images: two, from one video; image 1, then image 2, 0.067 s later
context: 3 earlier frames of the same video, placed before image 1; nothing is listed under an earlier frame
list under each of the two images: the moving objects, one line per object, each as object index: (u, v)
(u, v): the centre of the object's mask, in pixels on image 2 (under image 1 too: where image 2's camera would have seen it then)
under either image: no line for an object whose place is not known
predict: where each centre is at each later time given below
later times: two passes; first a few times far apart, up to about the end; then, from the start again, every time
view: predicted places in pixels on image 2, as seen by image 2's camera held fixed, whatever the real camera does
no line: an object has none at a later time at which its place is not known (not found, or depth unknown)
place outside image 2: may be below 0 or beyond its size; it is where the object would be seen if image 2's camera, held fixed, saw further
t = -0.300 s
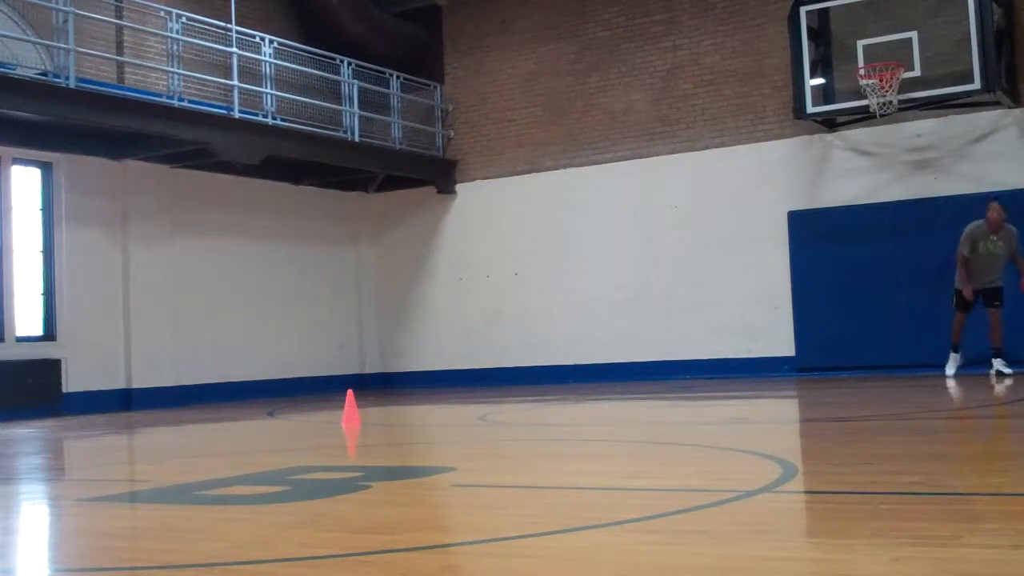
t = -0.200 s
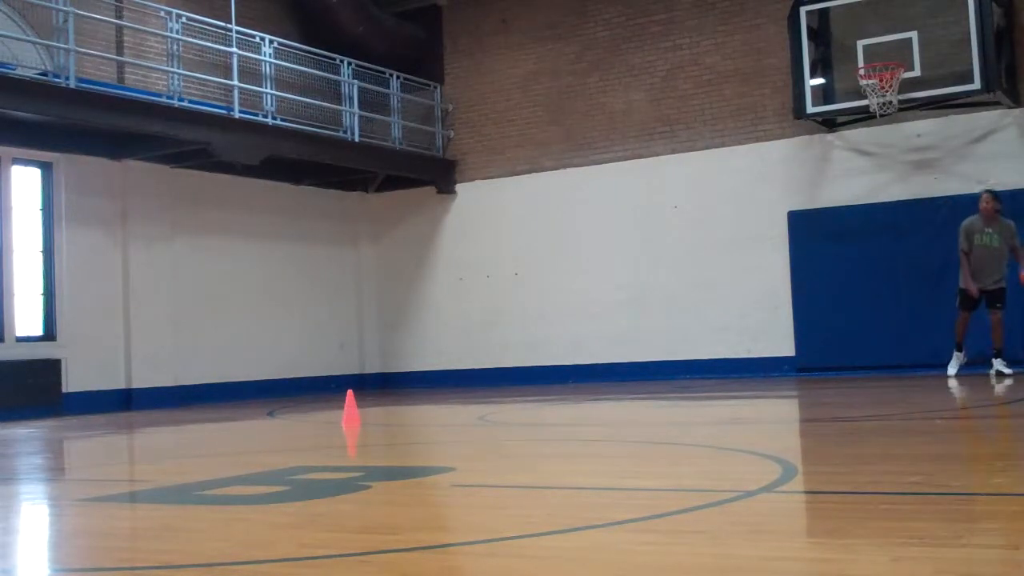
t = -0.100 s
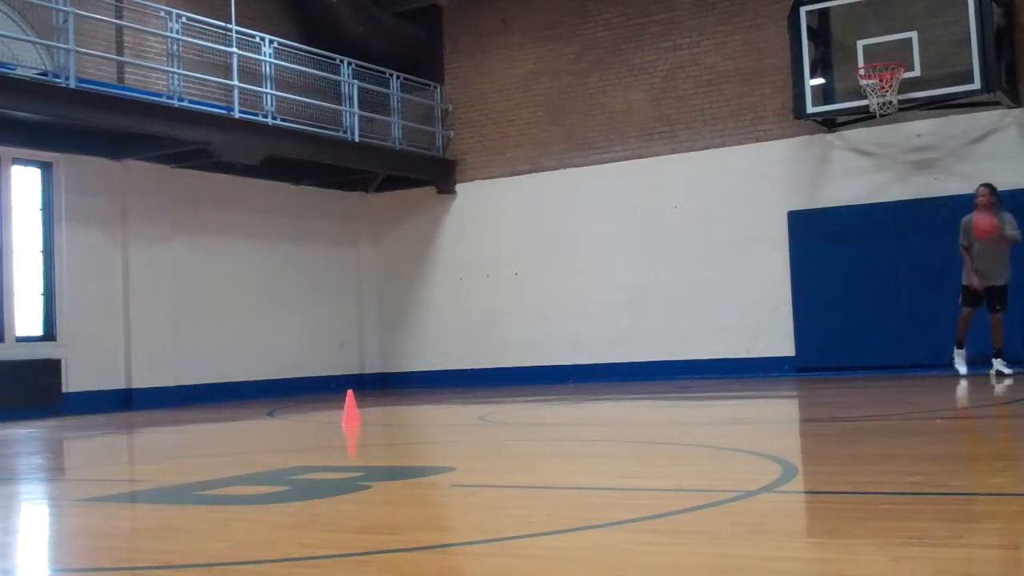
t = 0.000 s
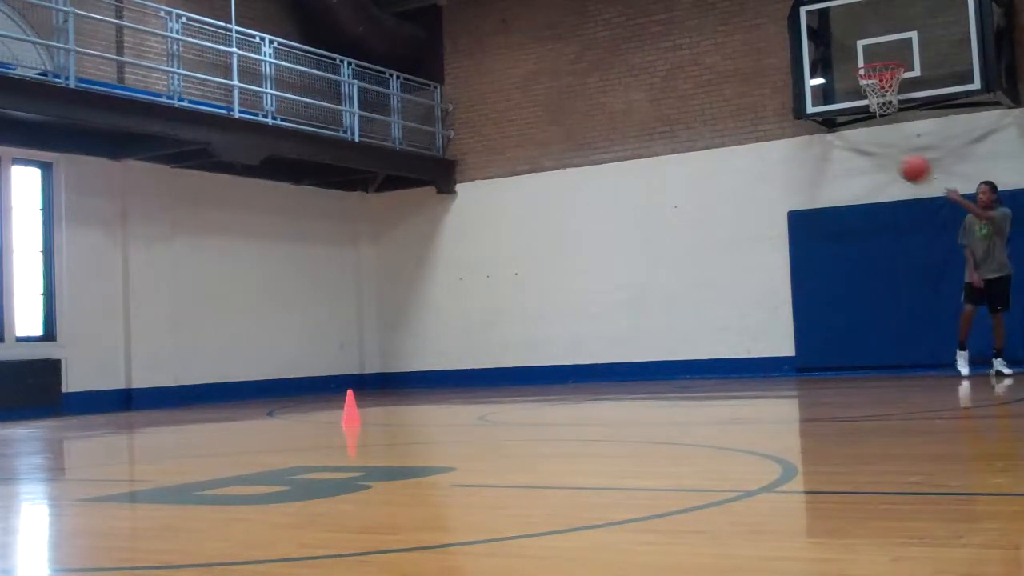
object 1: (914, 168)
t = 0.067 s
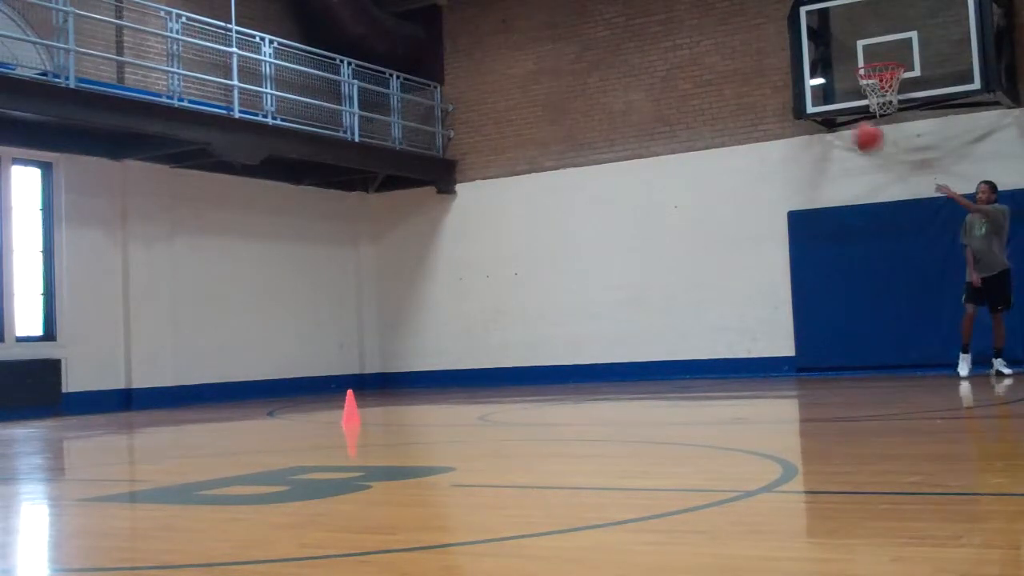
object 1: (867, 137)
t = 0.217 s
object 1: (754, 78)
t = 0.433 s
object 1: (577, 35)
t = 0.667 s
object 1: (355, 59)
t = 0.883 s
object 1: (111, 172)
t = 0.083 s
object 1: (856, 128)
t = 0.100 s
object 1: (842, 121)
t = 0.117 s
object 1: (831, 114)
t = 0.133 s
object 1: (819, 108)
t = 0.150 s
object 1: (805, 100)
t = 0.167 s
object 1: (793, 95)
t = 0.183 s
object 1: (782, 88)
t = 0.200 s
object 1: (768, 83)
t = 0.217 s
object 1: (754, 78)
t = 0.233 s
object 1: (741, 72)
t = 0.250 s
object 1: (730, 68)
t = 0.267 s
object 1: (716, 63)
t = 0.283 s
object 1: (702, 59)
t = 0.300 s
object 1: (689, 56)
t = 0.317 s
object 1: (678, 53)
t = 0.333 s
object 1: (662, 49)
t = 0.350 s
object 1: (650, 46)
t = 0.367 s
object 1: (634, 42)
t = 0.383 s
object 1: (620, 40)
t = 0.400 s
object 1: (605, 39)
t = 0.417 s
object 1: (591, 35)
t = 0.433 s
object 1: (577, 35)
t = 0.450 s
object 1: (561, 34)
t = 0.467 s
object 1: (546, 33)
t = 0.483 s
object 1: (532, 34)
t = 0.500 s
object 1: (517, 34)
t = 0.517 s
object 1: (501, 35)
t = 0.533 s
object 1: (485, 36)
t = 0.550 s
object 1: (471, 38)
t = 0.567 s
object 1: (456, 41)
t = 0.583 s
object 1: (438, 44)
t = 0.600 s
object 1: (422, 46)
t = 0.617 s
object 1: (406, 50)
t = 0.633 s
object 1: (389, 52)
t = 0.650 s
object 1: (373, 56)
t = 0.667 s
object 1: (355, 59)
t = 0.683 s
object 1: (338, 67)
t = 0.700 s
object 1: (320, 71)
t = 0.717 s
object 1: (302, 78)
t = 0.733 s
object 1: (287, 85)
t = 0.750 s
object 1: (267, 92)
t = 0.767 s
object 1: (248, 100)
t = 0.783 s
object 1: (226, 110)
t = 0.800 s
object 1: (207, 121)
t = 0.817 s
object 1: (190, 129)
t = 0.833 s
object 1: (172, 138)
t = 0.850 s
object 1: (152, 146)
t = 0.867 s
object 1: (133, 157)
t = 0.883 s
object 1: (111, 172)
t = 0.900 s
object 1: (91, 185)
